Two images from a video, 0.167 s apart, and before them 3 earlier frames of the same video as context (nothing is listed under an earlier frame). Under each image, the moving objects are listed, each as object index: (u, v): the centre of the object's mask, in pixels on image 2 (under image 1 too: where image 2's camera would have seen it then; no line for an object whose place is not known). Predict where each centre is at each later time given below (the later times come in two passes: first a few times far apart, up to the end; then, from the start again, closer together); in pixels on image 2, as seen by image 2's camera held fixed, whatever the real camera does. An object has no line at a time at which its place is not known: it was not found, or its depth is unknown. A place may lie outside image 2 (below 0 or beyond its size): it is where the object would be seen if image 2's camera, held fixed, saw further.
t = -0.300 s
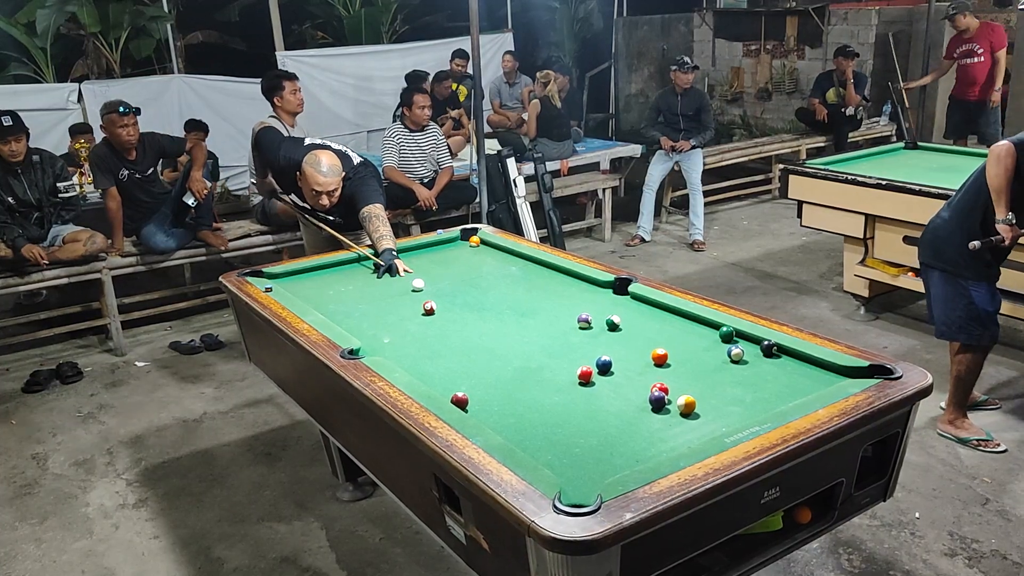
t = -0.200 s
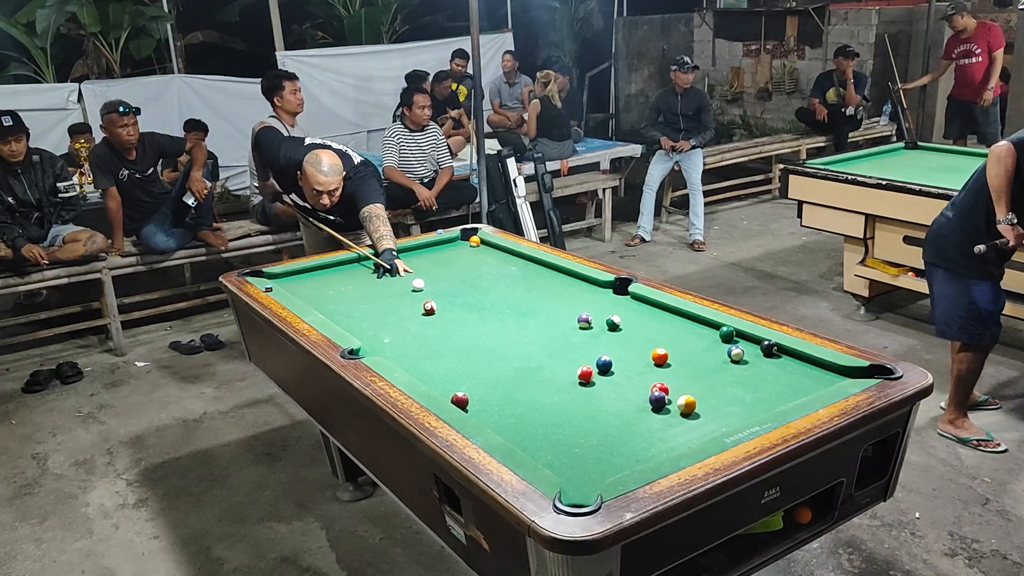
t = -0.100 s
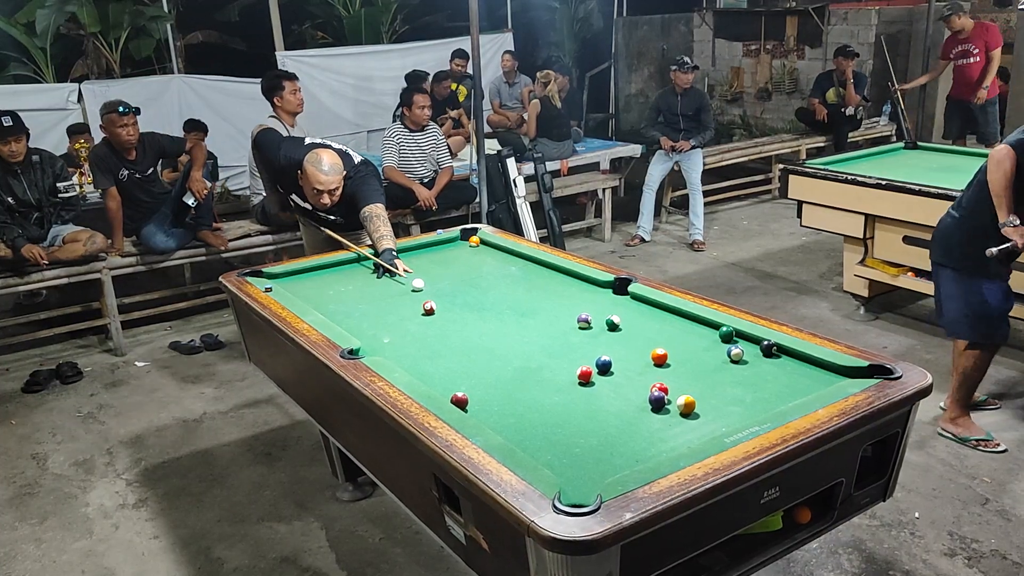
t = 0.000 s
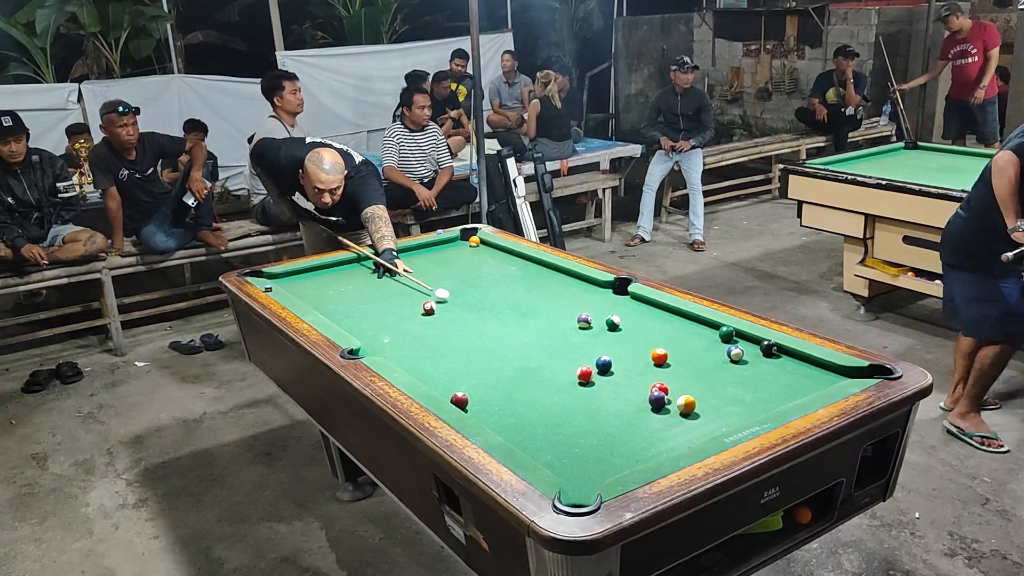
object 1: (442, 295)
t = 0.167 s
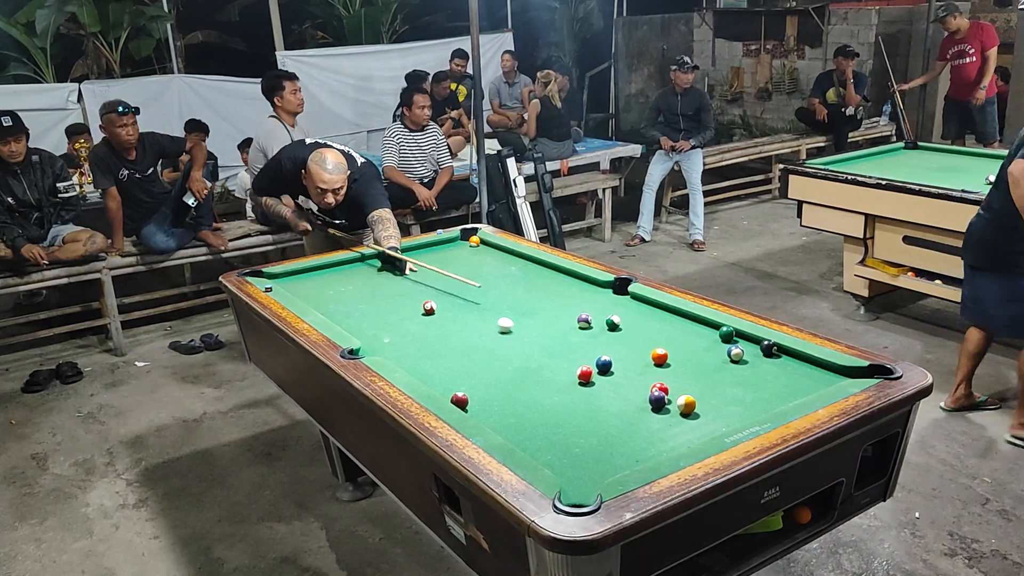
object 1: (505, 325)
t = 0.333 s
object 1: (581, 360)
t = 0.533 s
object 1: (590, 373)
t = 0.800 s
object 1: (613, 389)
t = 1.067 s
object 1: (634, 403)
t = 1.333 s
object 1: (654, 417)
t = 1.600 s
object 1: (672, 430)
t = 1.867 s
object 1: (689, 439)
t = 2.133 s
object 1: (681, 438)
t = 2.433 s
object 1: (672, 435)
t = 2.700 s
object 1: (665, 433)
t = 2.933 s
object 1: (663, 433)
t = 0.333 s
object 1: (581, 360)
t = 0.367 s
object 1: (586, 364)
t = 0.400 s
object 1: (584, 366)
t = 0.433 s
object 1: (584, 369)
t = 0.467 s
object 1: (585, 370)
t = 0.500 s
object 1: (588, 371)
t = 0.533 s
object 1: (590, 373)
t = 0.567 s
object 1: (593, 375)
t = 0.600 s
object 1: (596, 377)
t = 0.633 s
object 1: (599, 379)
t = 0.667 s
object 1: (602, 381)
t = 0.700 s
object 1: (605, 383)
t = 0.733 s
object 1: (607, 385)
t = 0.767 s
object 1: (610, 387)
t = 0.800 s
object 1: (613, 389)
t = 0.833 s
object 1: (616, 390)
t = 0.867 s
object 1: (618, 392)
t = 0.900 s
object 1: (621, 394)
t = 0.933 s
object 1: (624, 396)
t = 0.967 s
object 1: (626, 398)
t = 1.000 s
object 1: (629, 400)
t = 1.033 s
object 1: (632, 401)
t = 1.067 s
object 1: (634, 403)
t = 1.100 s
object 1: (637, 405)
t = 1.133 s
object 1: (639, 407)
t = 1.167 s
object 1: (642, 408)
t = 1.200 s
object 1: (644, 410)
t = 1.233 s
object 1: (646, 412)
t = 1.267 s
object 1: (649, 414)
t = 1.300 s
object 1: (651, 416)
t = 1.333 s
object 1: (654, 417)
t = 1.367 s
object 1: (656, 419)
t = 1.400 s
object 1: (658, 421)
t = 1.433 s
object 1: (661, 422)
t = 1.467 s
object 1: (663, 424)
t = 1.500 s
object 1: (665, 426)
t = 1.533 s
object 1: (668, 427)
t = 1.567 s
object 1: (670, 429)
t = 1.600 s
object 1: (672, 430)
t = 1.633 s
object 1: (674, 432)
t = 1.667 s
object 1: (677, 433)
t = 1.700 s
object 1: (679, 435)
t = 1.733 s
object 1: (681, 436)
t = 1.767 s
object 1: (683, 438)
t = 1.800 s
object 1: (685, 438)
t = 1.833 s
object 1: (687, 439)
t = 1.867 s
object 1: (689, 439)
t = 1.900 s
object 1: (690, 440)
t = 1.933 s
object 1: (689, 440)
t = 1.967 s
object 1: (688, 440)
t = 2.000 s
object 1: (686, 439)
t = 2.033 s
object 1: (685, 439)
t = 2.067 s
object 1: (684, 439)
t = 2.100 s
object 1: (683, 439)
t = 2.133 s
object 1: (681, 438)
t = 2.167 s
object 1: (680, 438)
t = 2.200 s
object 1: (679, 438)
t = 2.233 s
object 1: (678, 437)
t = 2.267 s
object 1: (677, 437)
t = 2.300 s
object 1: (675, 436)
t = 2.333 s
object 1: (675, 436)
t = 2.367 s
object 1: (674, 435)
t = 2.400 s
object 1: (673, 435)
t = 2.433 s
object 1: (672, 435)
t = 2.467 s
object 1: (671, 434)
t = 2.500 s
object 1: (670, 434)
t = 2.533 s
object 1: (669, 434)
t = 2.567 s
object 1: (668, 434)
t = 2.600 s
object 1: (667, 433)
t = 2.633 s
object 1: (666, 433)
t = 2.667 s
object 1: (665, 433)
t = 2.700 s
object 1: (665, 433)
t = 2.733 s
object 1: (664, 433)
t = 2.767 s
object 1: (664, 433)
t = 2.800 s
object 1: (663, 433)
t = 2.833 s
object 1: (663, 433)
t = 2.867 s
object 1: (663, 433)
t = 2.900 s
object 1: (663, 433)
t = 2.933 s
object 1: (663, 433)
